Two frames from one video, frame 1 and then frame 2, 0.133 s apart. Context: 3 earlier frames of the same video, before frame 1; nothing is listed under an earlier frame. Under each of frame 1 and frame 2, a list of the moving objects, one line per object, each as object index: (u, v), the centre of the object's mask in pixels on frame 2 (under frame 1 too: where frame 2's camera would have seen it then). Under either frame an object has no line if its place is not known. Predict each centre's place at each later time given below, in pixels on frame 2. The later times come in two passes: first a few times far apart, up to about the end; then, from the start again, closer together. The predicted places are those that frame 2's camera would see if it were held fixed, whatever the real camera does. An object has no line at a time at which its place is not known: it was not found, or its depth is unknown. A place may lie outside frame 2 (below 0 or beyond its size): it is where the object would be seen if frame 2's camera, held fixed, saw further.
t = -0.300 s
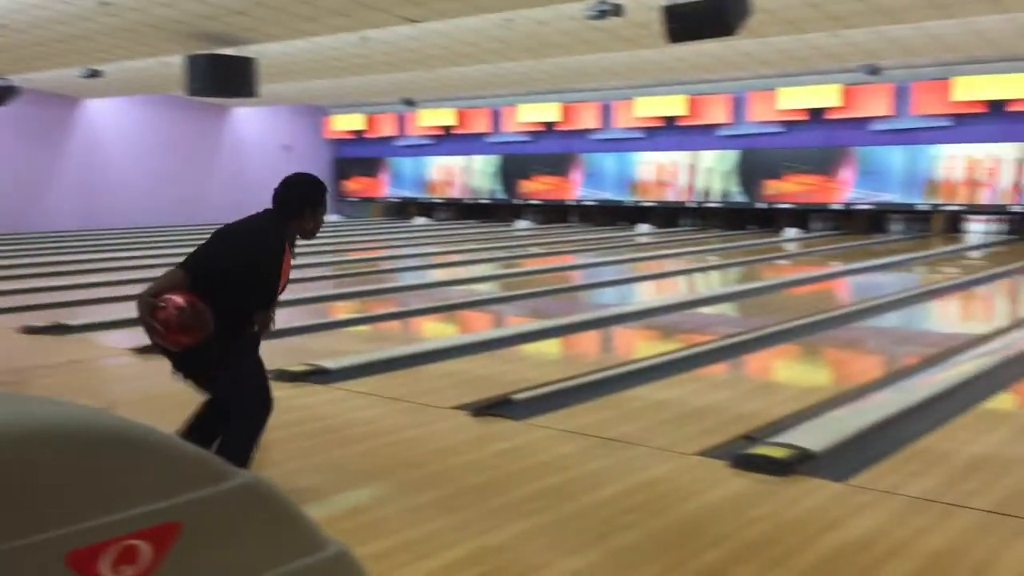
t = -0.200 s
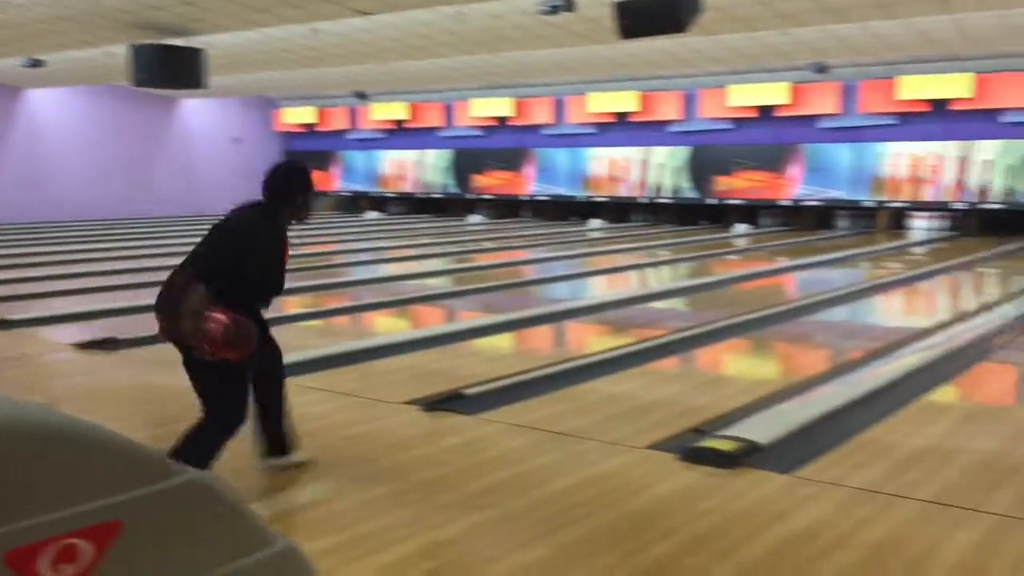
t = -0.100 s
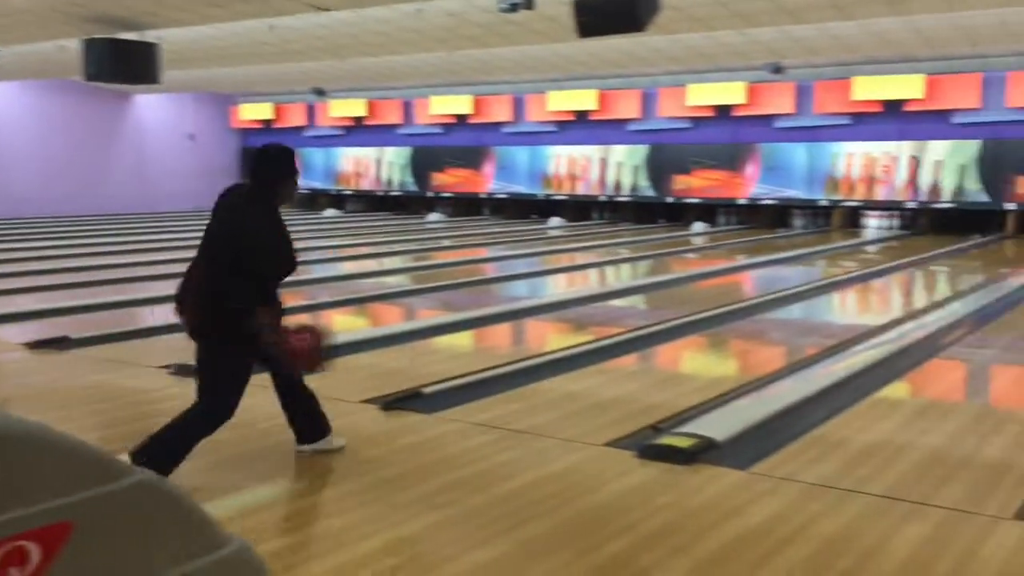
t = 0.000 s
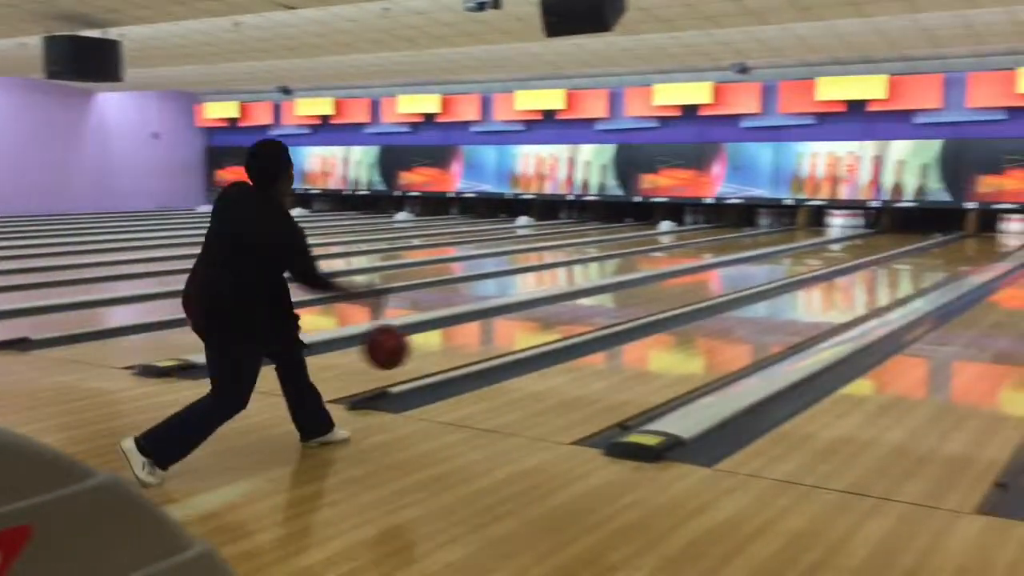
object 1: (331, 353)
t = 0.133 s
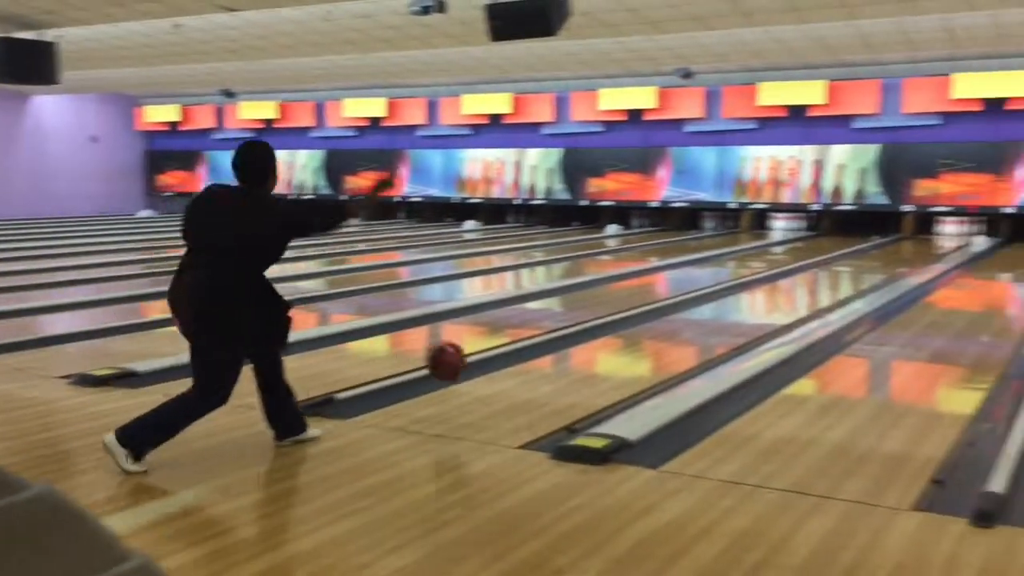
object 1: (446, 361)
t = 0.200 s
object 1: (494, 377)
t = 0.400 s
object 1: (603, 352)
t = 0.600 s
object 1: (681, 329)
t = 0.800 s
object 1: (741, 310)
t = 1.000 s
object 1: (789, 295)
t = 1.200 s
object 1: (826, 283)
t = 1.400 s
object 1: (856, 274)
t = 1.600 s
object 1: (880, 266)
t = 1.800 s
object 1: (900, 260)
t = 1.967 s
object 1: (911, 255)
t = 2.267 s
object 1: (930, 248)
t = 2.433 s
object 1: (937, 242)
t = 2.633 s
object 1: (942, 239)
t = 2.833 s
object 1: (944, 235)
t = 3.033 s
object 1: (944, 232)
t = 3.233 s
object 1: (941, 230)
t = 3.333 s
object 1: (936, 230)
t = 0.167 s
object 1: (471, 369)
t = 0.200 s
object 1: (494, 377)
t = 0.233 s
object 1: (515, 380)
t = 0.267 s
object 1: (534, 371)
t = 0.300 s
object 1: (553, 365)
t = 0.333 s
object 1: (570, 361)
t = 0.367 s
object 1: (587, 358)
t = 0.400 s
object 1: (603, 352)
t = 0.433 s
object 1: (617, 348)
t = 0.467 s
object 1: (631, 344)
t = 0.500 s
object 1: (644, 340)
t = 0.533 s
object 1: (657, 336)
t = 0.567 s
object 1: (670, 332)
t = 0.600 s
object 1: (681, 329)
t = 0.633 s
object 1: (692, 325)
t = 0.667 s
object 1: (703, 322)
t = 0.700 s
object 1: (713, 319)
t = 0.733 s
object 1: (723, 316)
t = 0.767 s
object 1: (732, 313)
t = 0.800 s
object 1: (741, 310)
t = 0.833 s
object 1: (750, 308)
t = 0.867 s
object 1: (759, 305)
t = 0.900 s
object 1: (767, 303)
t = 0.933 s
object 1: (775, 300)
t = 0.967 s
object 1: (781, 298)
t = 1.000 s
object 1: (789, 295)
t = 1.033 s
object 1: (796, 293)
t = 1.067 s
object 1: (802, 291)
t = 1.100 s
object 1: (808, 289)
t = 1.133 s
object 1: (815, 288)
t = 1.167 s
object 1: (820, 286)
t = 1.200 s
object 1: (826, 283)
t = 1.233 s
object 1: (832, 282)
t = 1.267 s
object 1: (837, 280)
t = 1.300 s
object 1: (842, 278)
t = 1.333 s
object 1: (845, 276)
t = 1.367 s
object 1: (852, 275)
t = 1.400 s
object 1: (856, 274)
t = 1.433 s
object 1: (860, 273)
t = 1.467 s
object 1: (864, 271)
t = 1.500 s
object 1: (868, 270)
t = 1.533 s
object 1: (873, 268)
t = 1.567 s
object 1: (876, 267)
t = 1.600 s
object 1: (880, 266)
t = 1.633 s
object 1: (884, 266)
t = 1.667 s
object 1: (888, 263)
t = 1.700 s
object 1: (891, 263)
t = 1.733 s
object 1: (894, 263)
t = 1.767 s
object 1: (896, 260)
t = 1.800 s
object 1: (900, 260)
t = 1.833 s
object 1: (901, 259)
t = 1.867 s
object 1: (904, 258)
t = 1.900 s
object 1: (908, 255)
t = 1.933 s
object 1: (911, 255)
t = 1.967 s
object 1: (911, 255)
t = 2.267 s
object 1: (930, 248)
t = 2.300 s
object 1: (932, 247)
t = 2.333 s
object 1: (934, 244)
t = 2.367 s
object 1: (935, 246)
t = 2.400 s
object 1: (938, 244)
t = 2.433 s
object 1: (937, 242)
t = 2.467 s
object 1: (939, 242)
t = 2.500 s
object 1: (940, 241)
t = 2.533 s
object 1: (941, 241)
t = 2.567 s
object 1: (940, 241)
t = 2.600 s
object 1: (942, 240)
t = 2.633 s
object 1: (942, 239)
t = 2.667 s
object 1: (943, 238)
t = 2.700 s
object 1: (943, 238)
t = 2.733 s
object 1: (943, 237)
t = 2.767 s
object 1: (944, 237)
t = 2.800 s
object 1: (944, 236)
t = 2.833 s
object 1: (944, 235)
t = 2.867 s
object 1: (944, 235)
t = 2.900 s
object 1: (944, 234)
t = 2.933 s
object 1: (944, 234)
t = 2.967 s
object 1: (945, 233)
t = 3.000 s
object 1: (945, 233)
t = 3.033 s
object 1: (944, 232)
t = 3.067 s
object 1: (944, 232)
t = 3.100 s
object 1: (945, 232)
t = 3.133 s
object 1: (945, 231)
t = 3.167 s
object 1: (944, 231)
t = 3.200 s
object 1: (942, 231)
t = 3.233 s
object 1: (941, 230)
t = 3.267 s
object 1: (939, 230)
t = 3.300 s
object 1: (938, 229)
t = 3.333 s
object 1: (936, 230)
